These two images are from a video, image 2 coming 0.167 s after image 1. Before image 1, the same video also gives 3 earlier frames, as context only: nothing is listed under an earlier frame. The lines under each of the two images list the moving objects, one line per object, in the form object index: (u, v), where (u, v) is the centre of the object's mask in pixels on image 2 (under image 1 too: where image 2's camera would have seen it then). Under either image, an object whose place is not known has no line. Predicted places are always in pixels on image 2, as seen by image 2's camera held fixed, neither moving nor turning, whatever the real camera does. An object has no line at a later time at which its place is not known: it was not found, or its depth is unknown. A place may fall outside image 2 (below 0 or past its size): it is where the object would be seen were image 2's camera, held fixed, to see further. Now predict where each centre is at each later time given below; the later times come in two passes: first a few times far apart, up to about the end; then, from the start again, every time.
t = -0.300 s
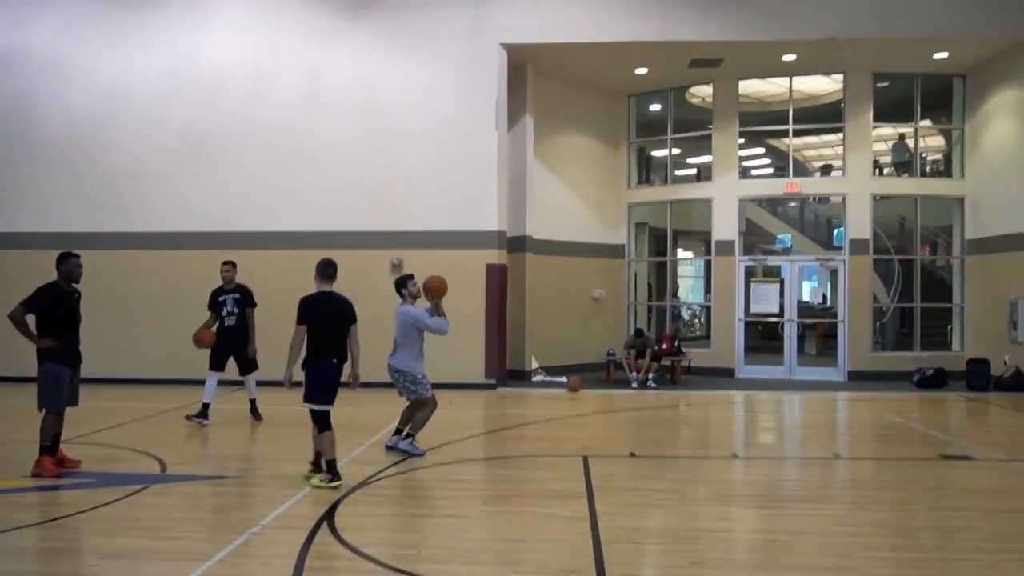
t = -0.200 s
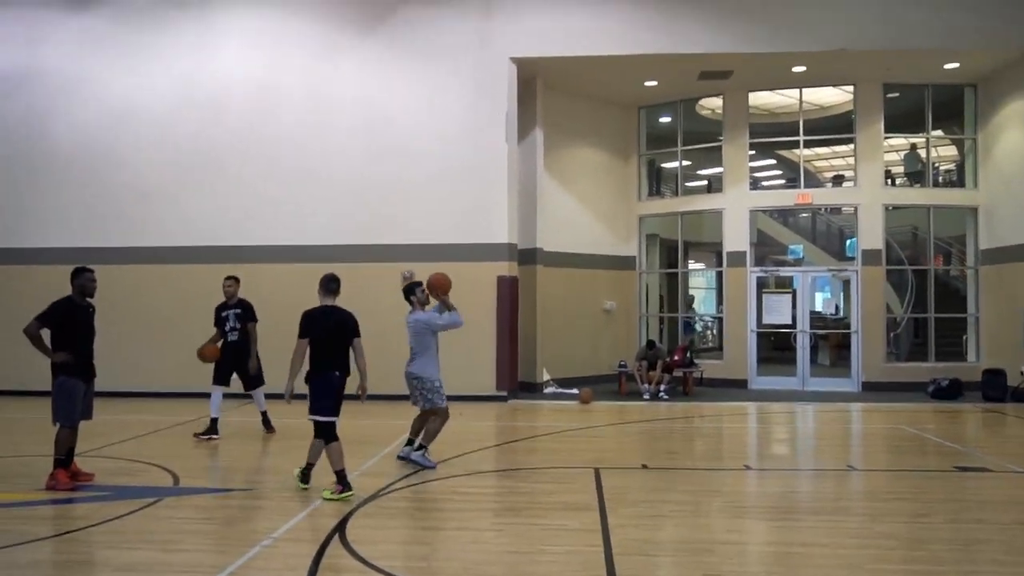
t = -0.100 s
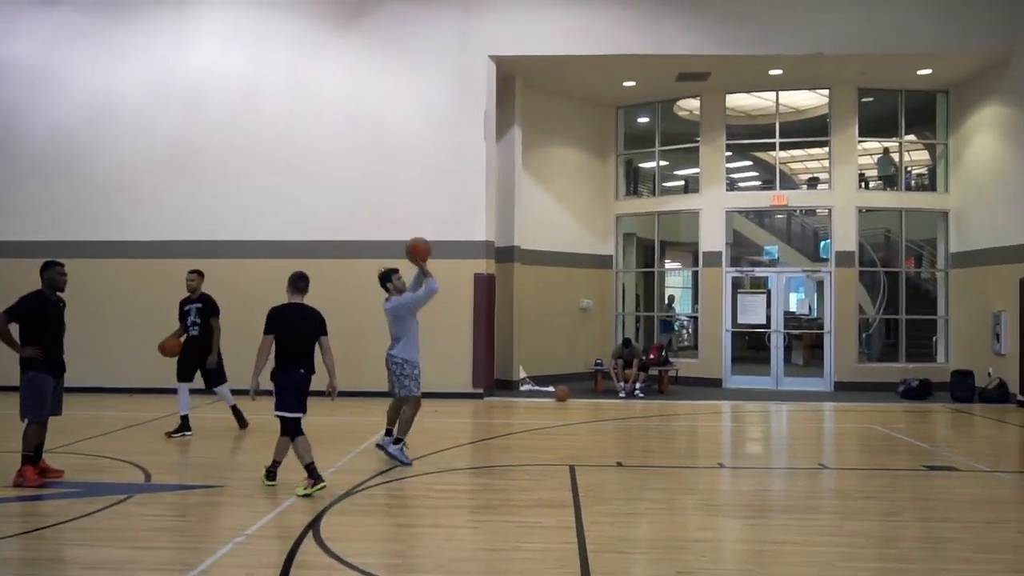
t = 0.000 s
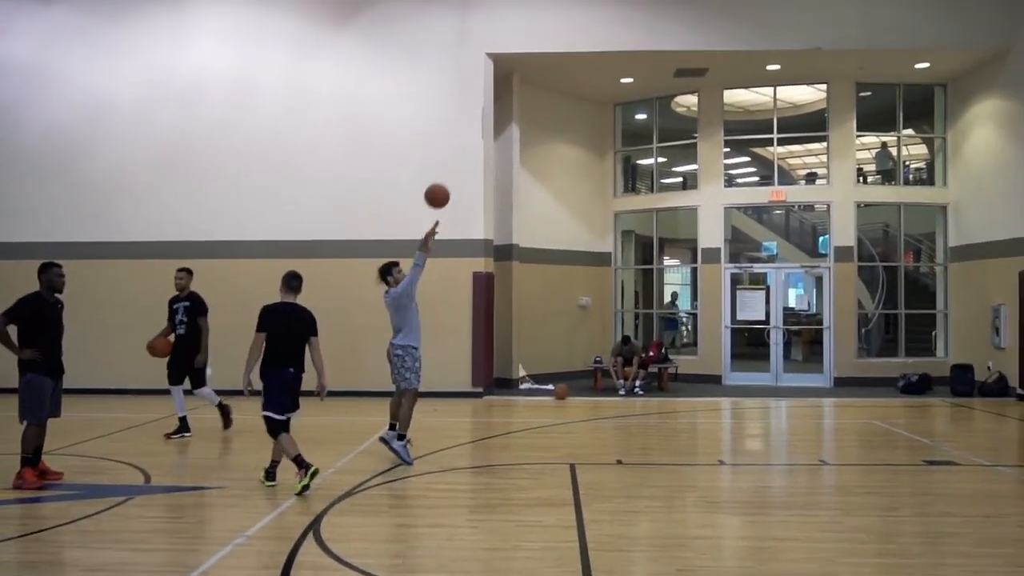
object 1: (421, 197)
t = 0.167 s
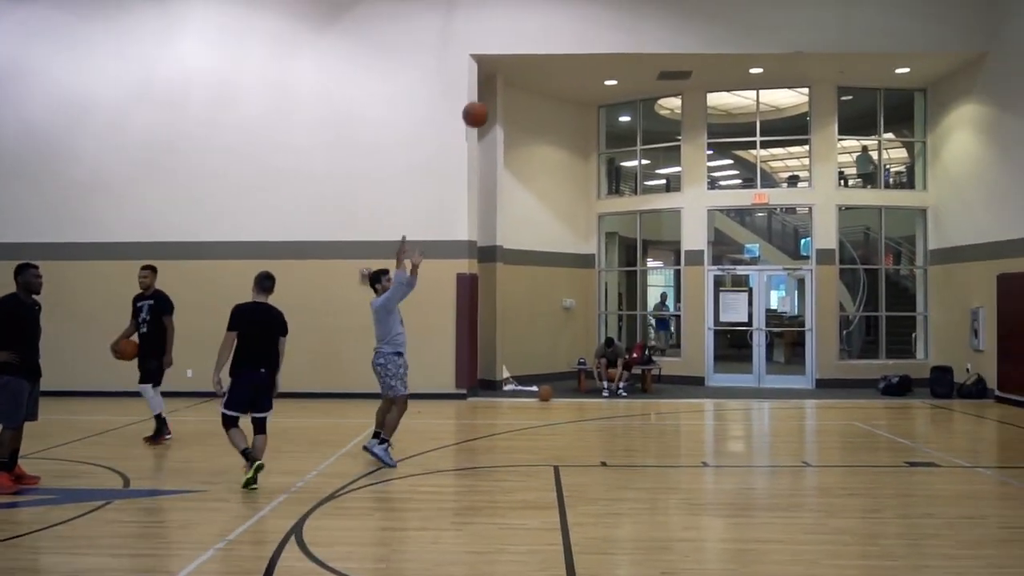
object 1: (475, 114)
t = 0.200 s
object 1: (486, 101)
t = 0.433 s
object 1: (566, 38)
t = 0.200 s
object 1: (486, 101)
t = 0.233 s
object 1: (498, 89)
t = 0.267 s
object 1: (509, 78)
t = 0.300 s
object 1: (520, 68)
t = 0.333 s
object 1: (531, 58)
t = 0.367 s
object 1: (542, 50)
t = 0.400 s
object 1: (554, 43)
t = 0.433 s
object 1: (566, 38)
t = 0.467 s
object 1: (578, 33)
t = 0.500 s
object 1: (589, 31)
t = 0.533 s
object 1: (601, 33)
